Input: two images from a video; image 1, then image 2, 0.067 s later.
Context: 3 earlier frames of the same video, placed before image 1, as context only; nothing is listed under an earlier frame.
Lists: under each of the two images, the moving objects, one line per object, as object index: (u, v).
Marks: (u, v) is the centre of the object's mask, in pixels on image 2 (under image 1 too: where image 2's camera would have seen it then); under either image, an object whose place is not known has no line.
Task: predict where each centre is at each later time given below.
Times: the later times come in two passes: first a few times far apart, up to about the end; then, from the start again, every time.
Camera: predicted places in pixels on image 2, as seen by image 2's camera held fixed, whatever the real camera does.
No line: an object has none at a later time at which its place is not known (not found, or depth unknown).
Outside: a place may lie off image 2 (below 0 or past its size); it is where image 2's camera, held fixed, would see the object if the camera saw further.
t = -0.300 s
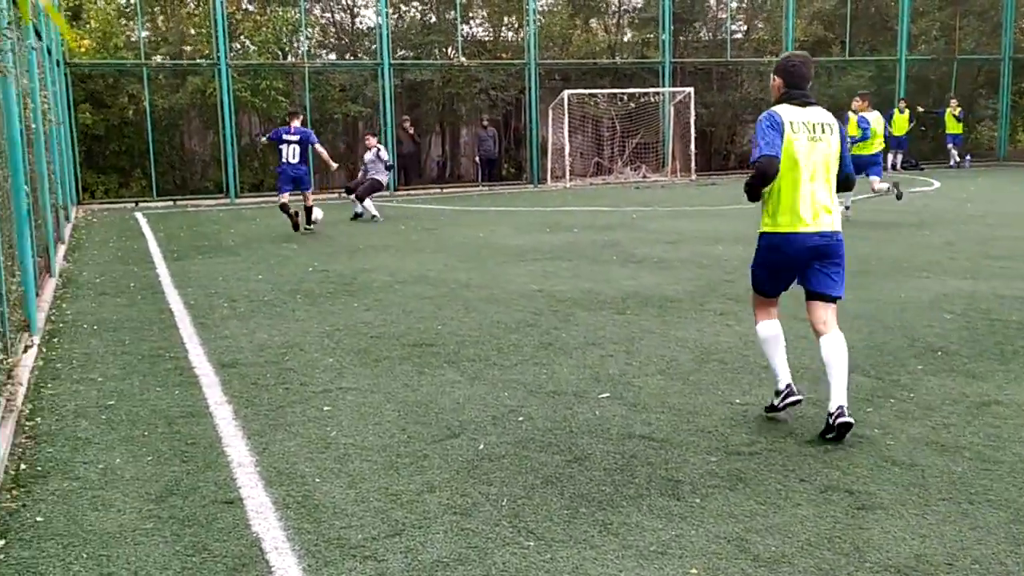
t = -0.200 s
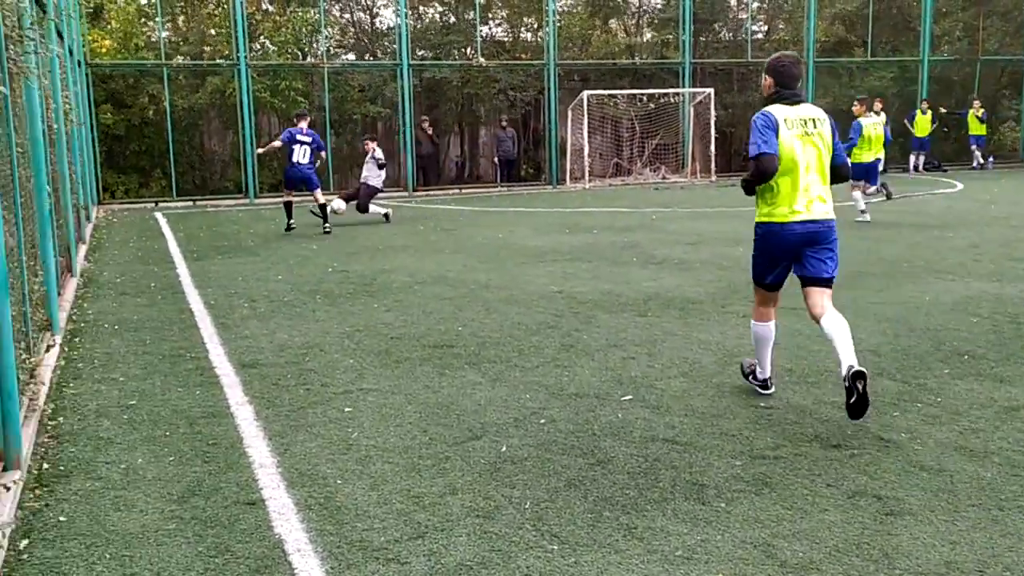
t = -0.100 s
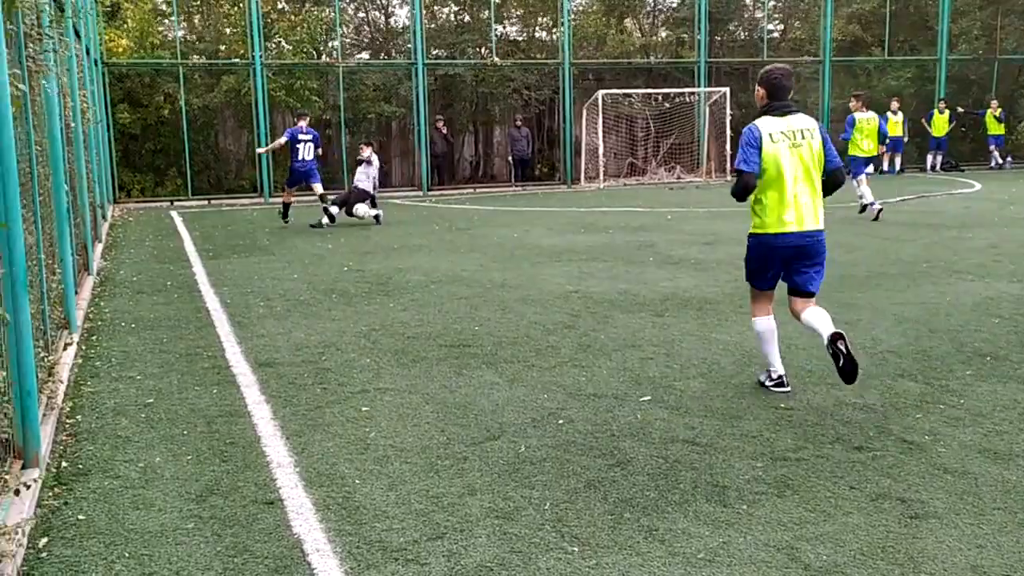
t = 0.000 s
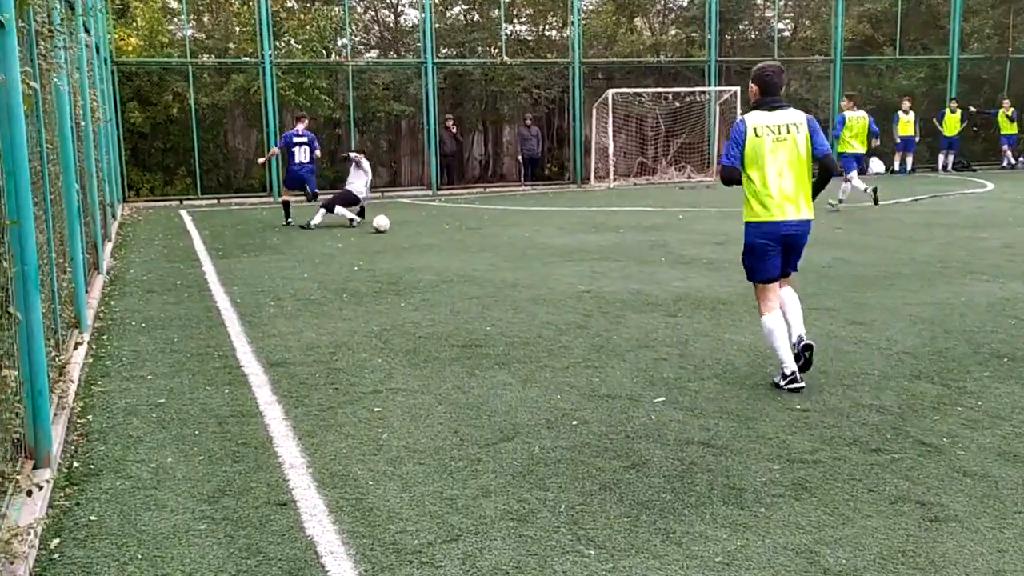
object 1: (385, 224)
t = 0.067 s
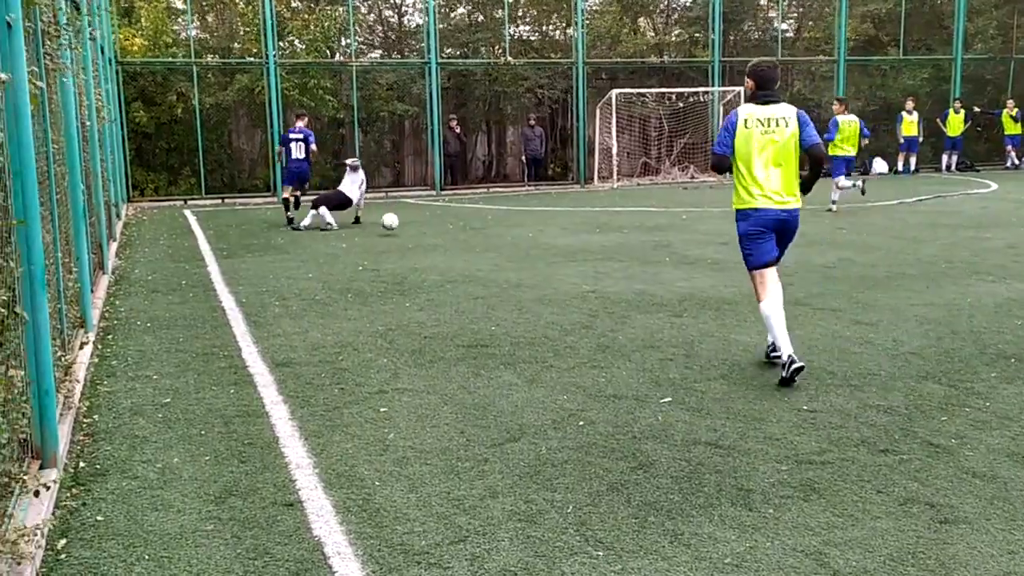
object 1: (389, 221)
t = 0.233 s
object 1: (404, 225)
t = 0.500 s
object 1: (425, 238)
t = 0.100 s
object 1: (392, 220)
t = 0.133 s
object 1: (395, 220)
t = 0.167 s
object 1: (398, 221)
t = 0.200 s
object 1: (401, 222)
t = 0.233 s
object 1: (404, 225)
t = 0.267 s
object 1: (407, 228)
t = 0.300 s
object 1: (410, 232)
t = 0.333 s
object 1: (415, 239)
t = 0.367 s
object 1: (417, 239)
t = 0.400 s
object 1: (419, 237)
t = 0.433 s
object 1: (420, 236)
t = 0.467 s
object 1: (423, 237)
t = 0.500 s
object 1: (425, 238)
